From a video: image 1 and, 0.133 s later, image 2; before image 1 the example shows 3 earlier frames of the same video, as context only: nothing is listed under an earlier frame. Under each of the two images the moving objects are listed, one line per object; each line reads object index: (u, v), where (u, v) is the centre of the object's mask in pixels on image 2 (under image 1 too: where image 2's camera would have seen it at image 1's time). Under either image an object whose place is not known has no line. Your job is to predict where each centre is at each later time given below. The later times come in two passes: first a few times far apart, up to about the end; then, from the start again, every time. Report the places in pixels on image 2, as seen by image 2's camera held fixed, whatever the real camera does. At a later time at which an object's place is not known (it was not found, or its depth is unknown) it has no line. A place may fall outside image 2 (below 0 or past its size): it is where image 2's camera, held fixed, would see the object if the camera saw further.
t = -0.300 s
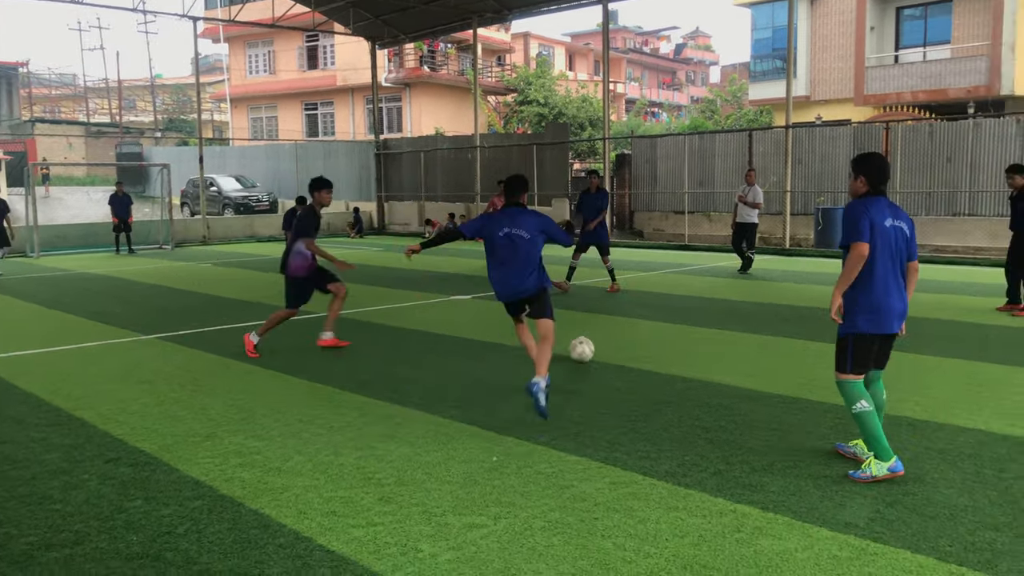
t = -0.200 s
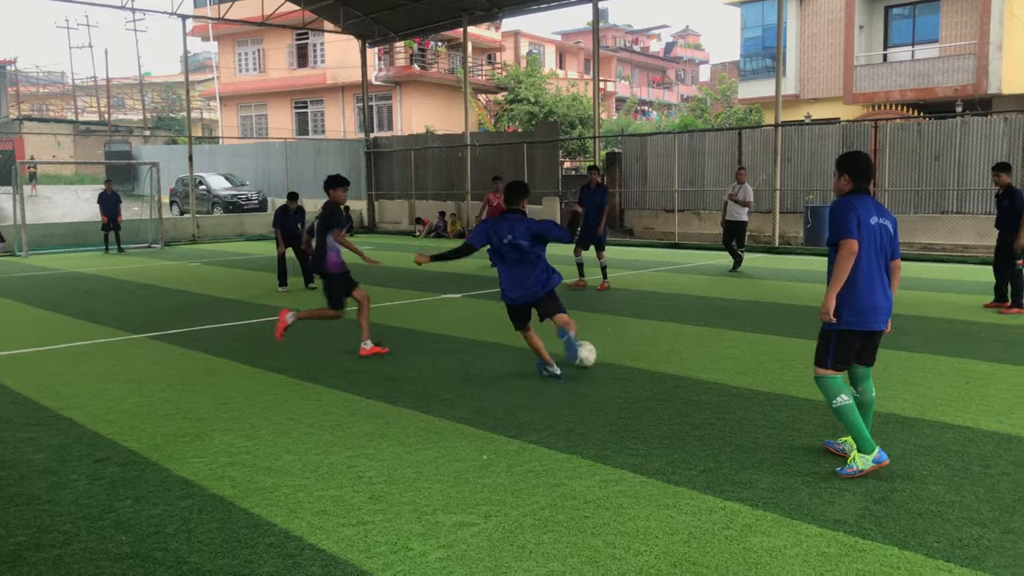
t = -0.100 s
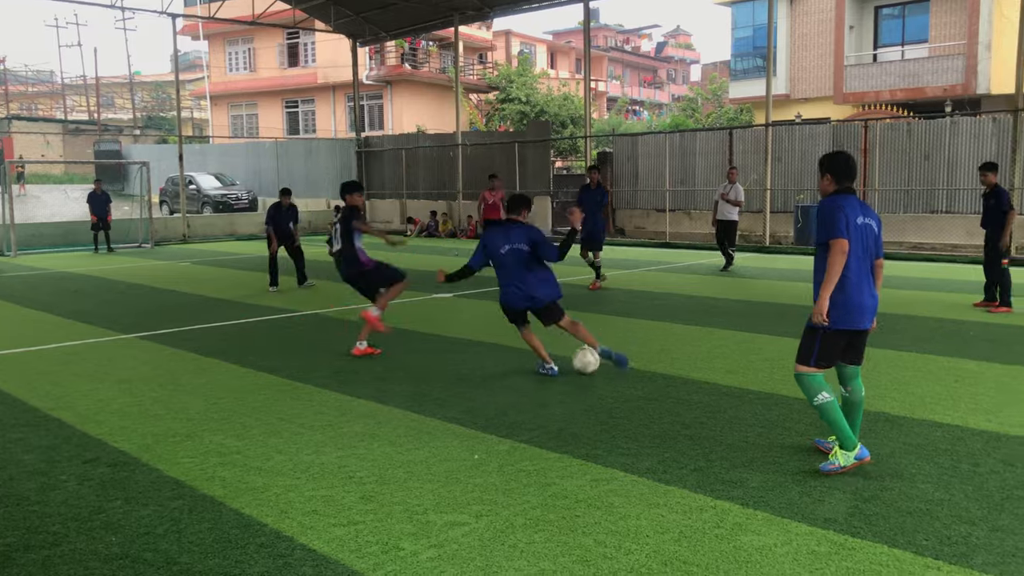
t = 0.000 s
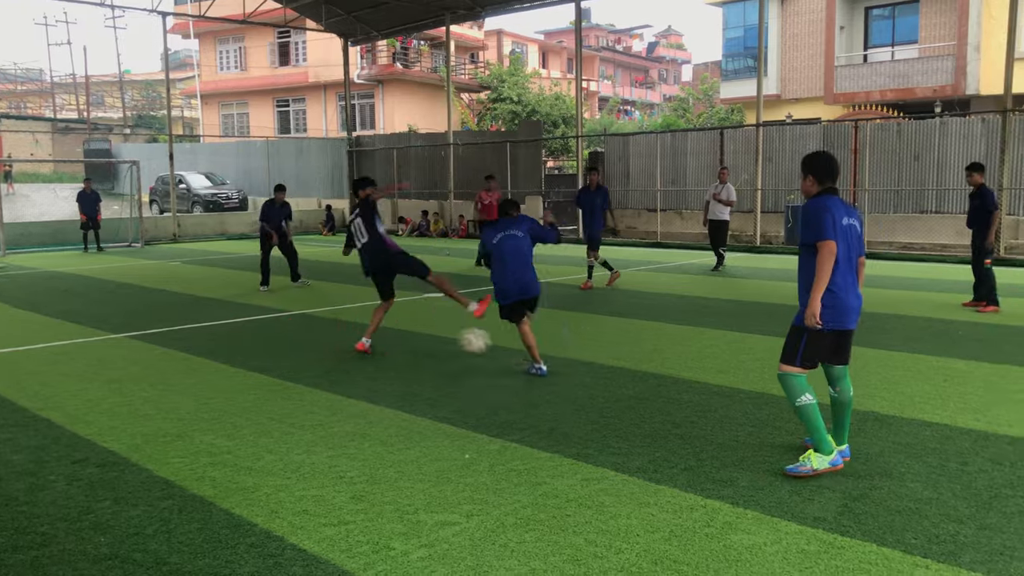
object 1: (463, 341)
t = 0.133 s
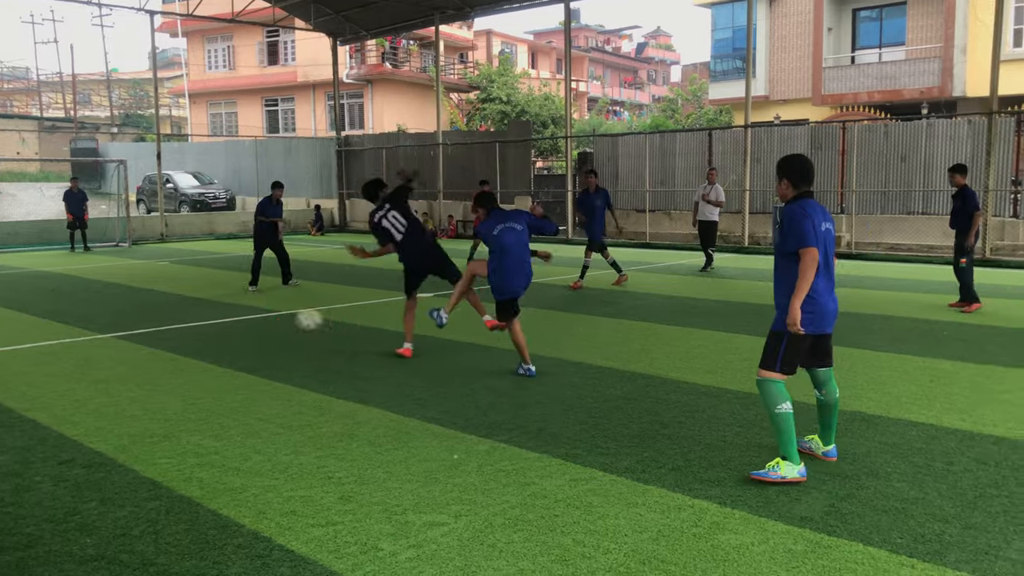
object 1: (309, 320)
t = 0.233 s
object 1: (218, 318)
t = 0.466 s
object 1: (78, 302)
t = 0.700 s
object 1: (-15, 286)
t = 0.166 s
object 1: (276, 319)
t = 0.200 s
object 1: (246, 318)
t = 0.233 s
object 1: (218, 318)
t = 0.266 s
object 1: (195, 312)
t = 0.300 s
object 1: (173, 308)
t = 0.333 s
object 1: (152, 305)
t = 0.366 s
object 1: (132, 303)
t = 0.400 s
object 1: (112, 304)
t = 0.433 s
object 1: (95, 303)
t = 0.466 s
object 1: (78, 302)
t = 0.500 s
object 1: (63, 296)
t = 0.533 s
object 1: (49, 291)
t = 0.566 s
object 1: (36, 289)
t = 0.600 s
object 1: (23, 285)
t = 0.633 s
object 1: (10, 285)
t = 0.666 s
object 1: (-2, 284)
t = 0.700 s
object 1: (-15, 286)
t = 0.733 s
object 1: (-27, 287)
